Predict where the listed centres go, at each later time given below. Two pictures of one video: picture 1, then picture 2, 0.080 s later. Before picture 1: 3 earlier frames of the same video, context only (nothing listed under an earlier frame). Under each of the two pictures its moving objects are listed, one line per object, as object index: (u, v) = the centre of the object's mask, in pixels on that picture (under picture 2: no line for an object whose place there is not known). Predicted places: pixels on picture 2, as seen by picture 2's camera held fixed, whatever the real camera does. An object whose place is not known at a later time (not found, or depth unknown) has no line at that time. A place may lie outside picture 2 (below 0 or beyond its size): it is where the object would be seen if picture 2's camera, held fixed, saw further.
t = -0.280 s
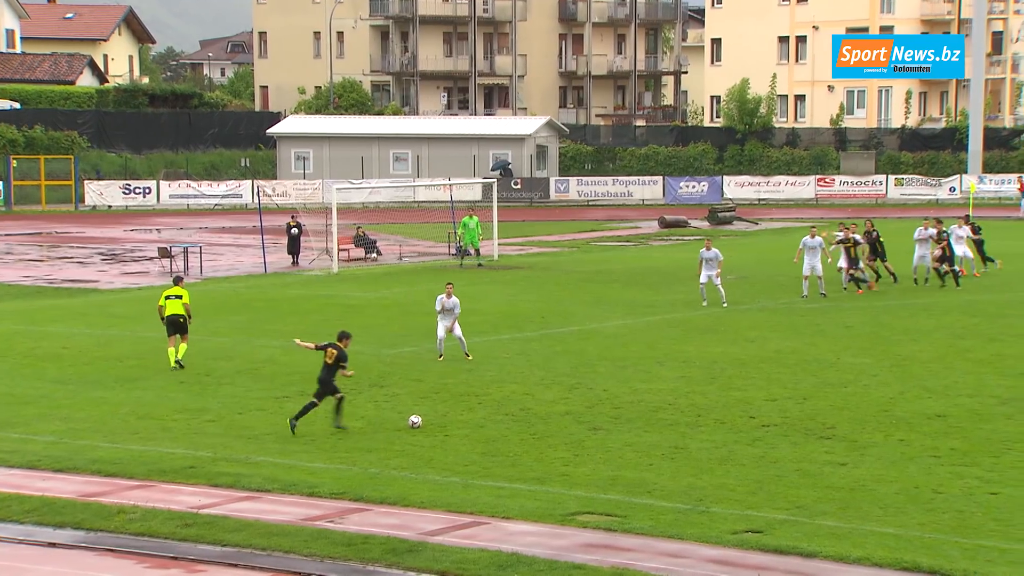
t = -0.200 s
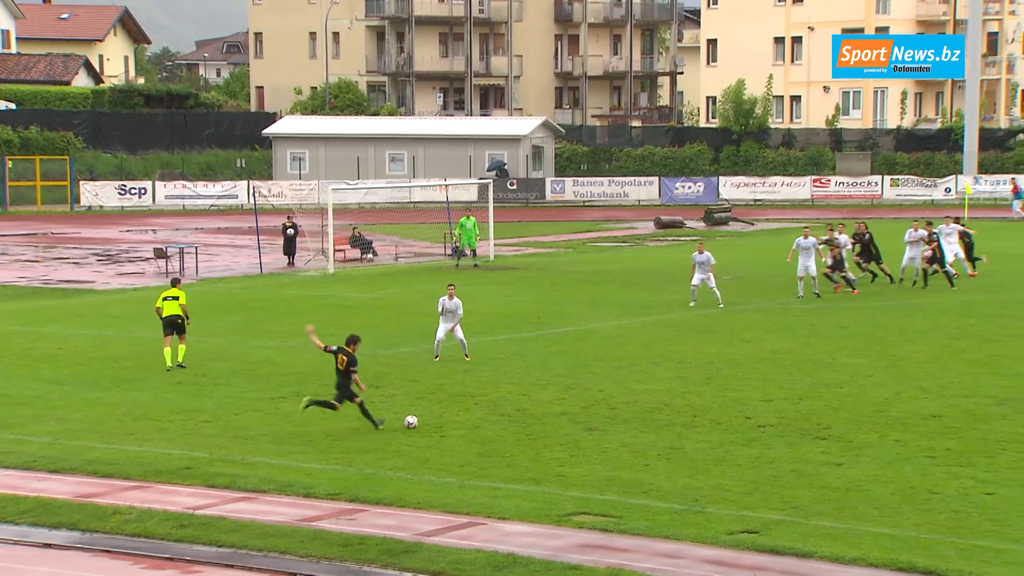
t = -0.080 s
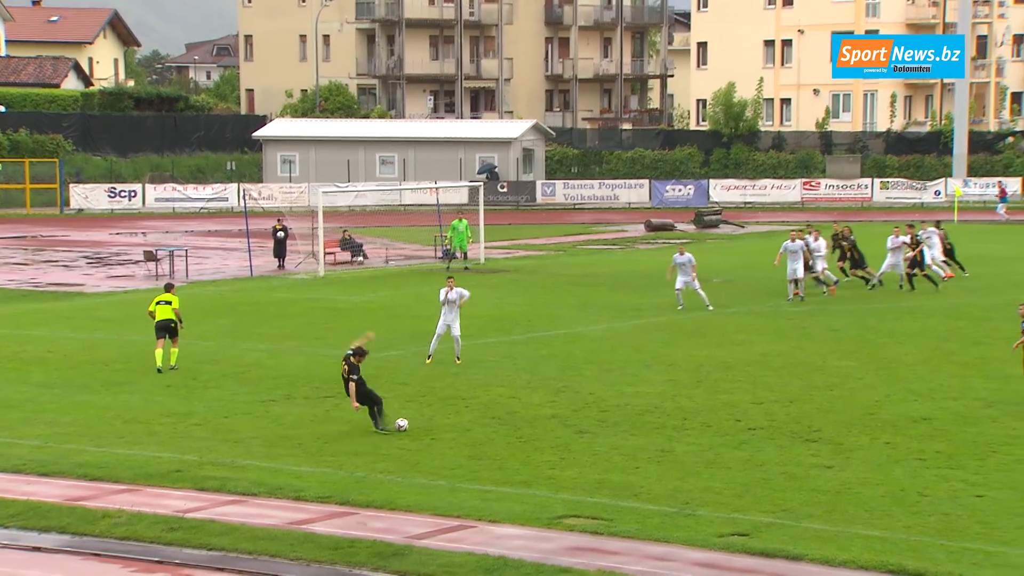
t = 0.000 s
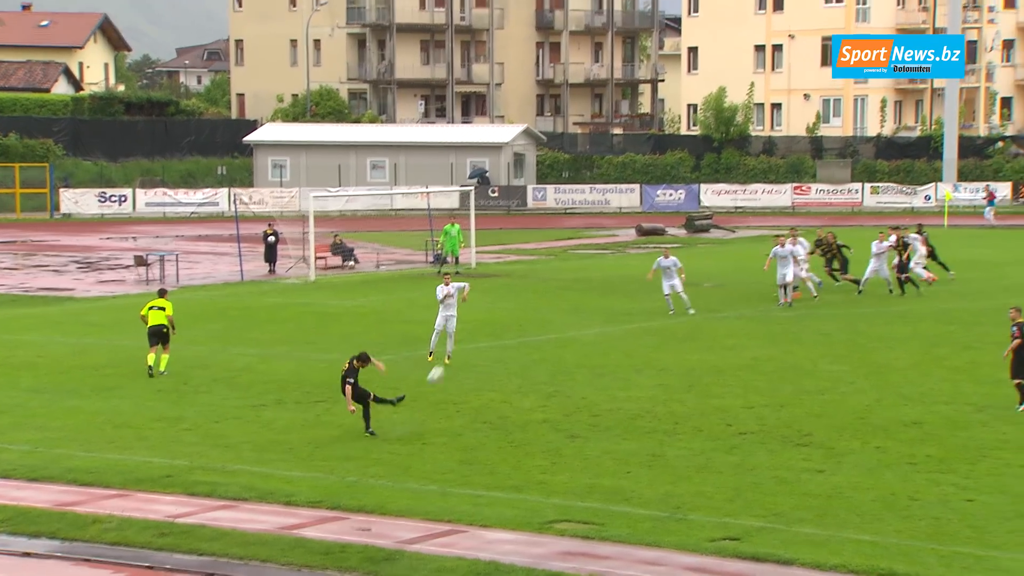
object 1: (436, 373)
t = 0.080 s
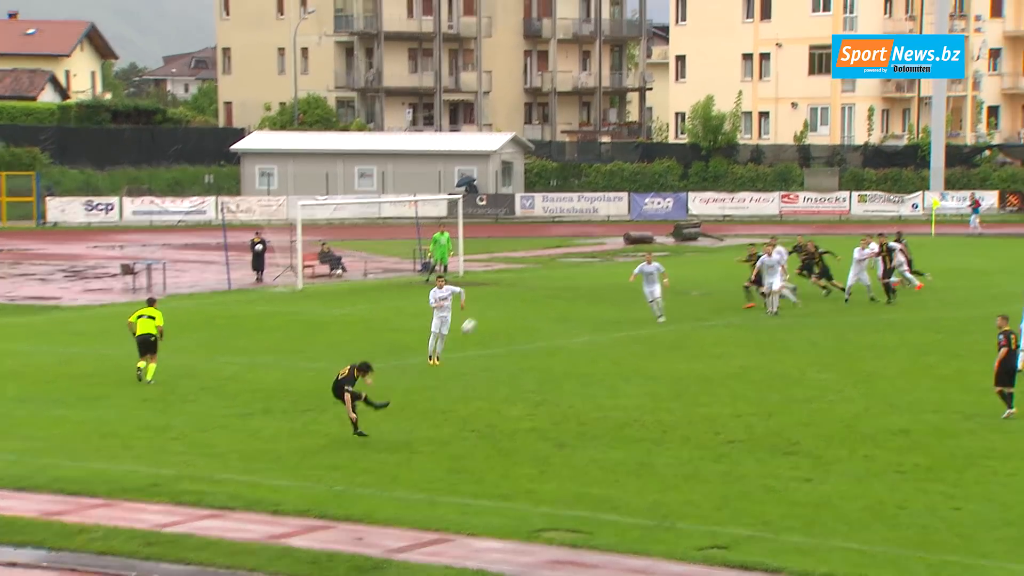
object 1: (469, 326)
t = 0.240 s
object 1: (533, 246)
